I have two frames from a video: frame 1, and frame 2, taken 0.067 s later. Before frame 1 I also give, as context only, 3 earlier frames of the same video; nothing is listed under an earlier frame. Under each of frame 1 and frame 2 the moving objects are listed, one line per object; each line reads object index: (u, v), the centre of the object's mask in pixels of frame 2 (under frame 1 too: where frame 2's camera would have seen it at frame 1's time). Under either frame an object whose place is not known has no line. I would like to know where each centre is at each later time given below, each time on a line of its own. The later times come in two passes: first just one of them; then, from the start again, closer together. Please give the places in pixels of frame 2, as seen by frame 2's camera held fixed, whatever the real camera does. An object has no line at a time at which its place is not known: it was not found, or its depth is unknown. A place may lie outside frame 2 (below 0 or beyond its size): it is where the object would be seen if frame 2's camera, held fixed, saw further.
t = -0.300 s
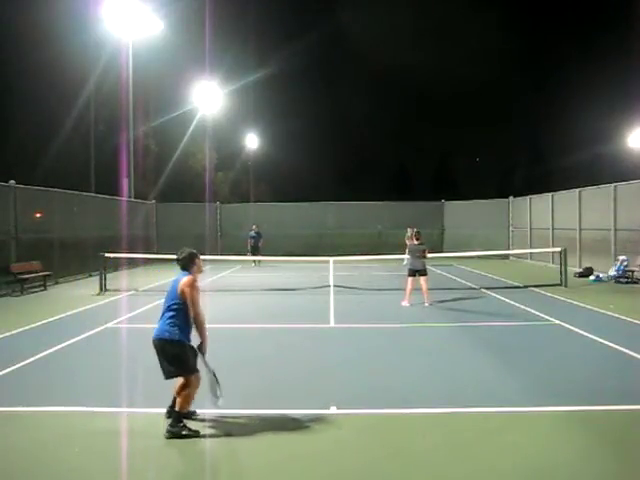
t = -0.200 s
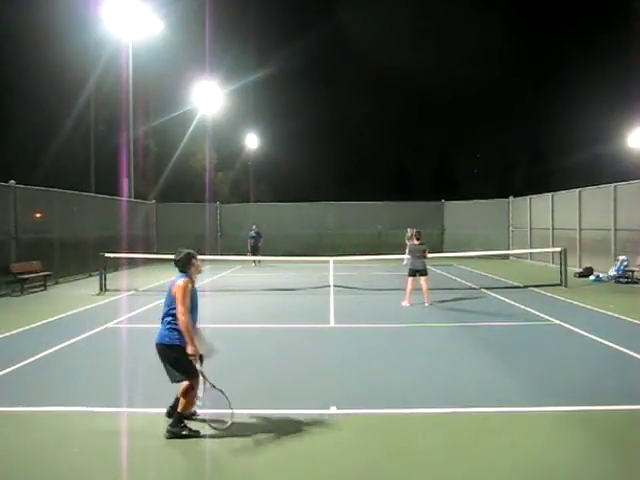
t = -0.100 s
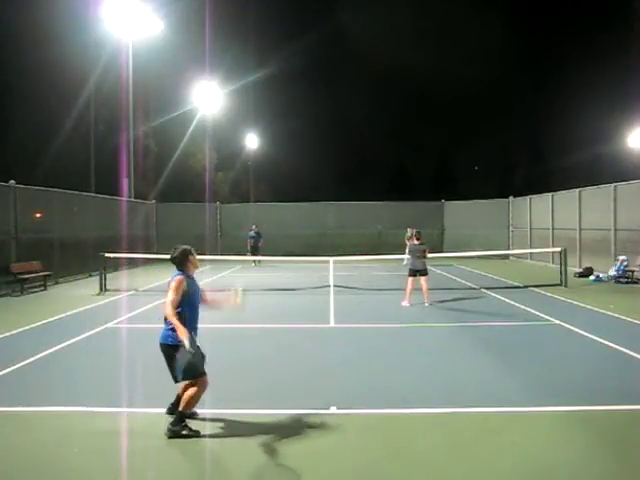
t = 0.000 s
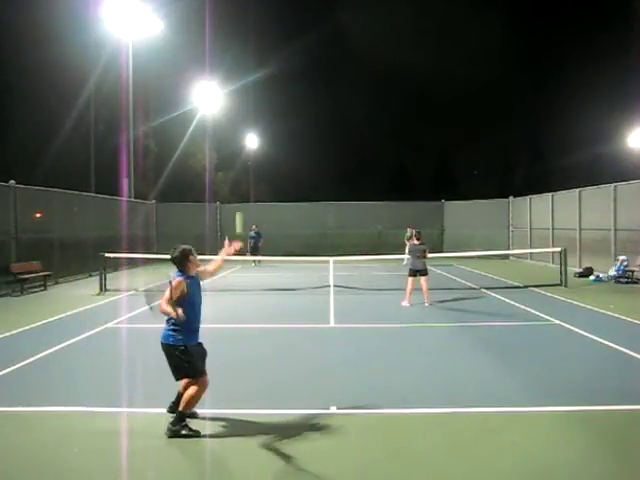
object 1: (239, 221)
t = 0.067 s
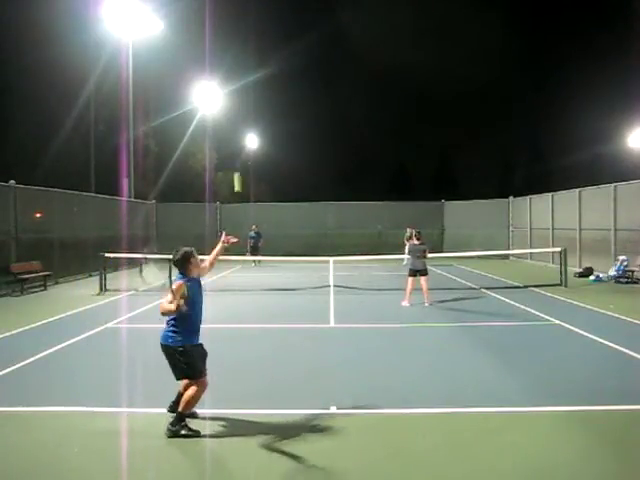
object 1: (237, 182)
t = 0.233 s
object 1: (232, 101)
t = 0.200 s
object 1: (233, 115)
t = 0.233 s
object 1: (232, 101)
